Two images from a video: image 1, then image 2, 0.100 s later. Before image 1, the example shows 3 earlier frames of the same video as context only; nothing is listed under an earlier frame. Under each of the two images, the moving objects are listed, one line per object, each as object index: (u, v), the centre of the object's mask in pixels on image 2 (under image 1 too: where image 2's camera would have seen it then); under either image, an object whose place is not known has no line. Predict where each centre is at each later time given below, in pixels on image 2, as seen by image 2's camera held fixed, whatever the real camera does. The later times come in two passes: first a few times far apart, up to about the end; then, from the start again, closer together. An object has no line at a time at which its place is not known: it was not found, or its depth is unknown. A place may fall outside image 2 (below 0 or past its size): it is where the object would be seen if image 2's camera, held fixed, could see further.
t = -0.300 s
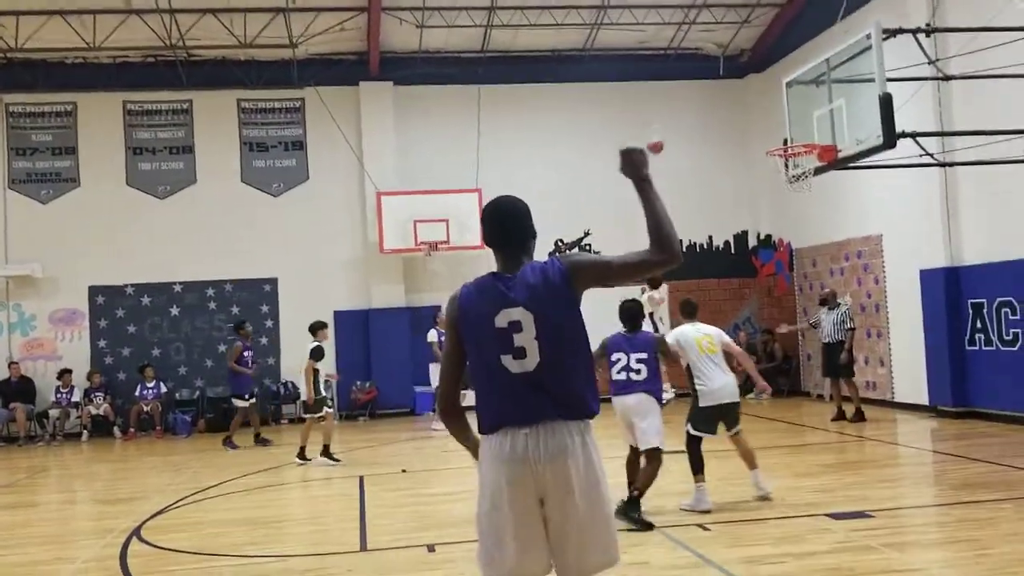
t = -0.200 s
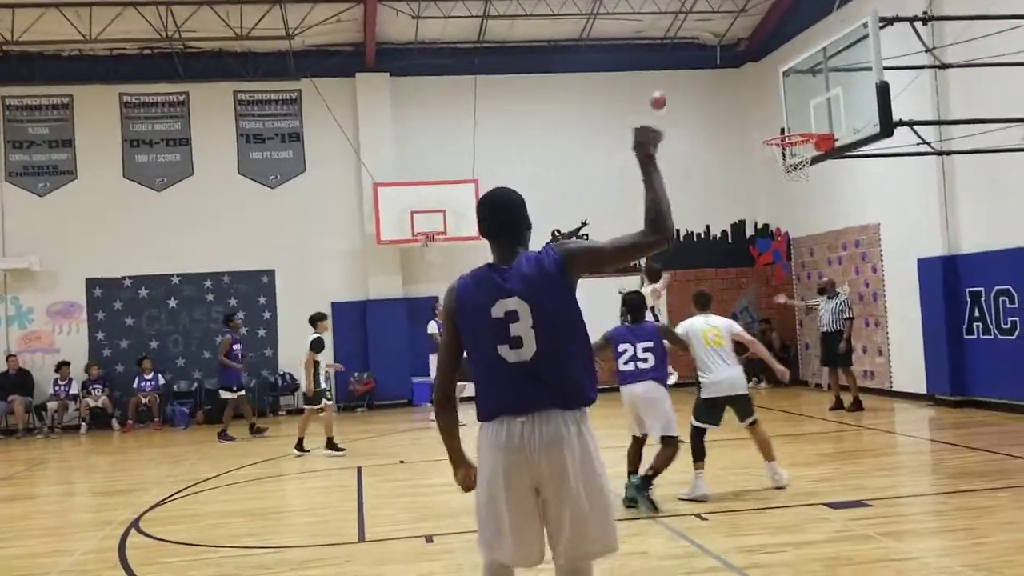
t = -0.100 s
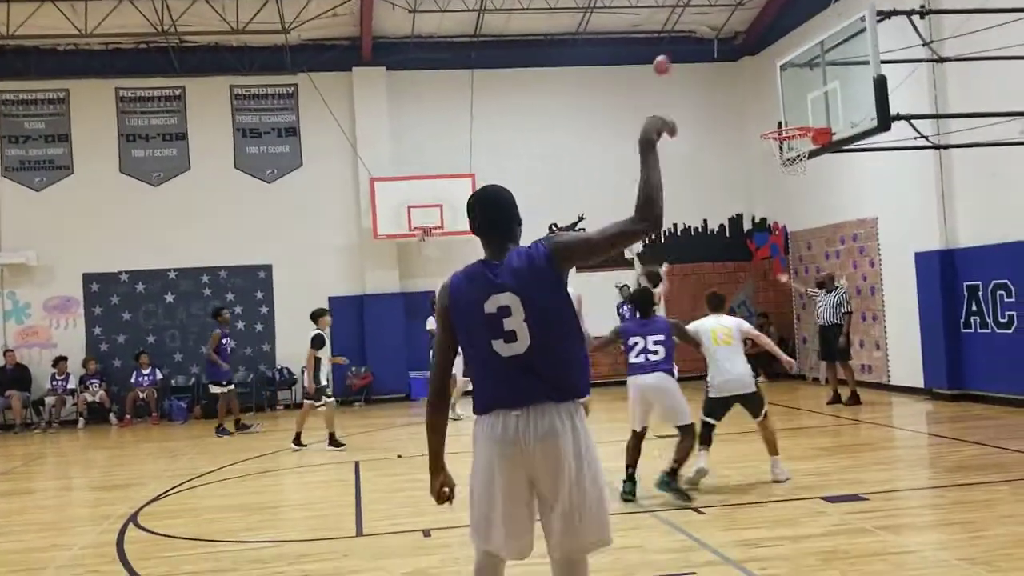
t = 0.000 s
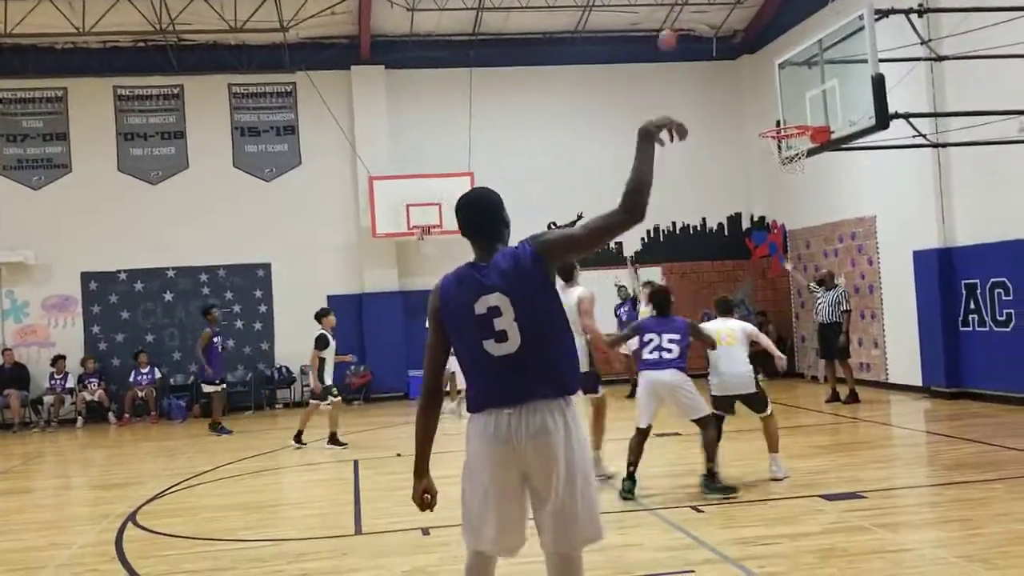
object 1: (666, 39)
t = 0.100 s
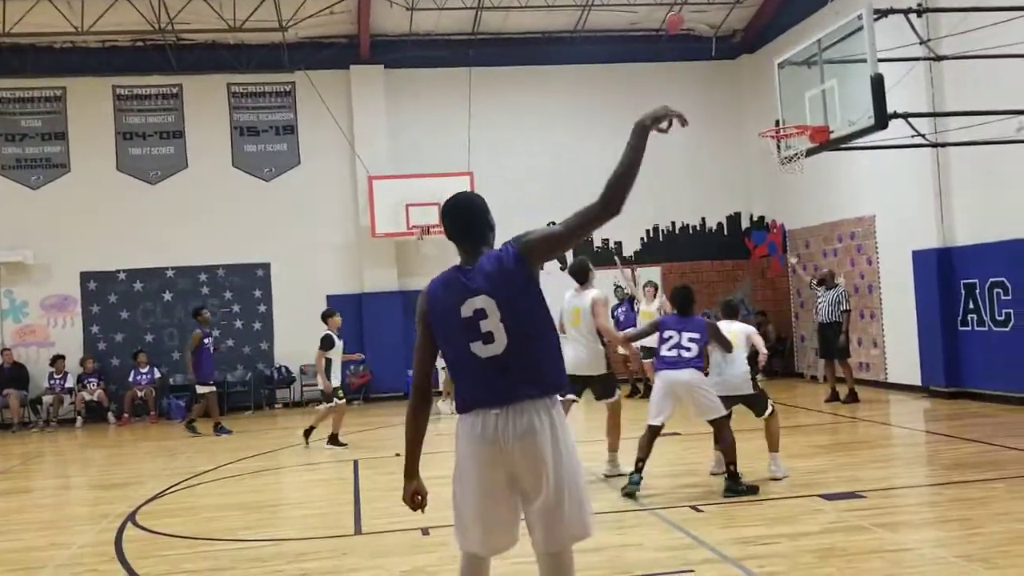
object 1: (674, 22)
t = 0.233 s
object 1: (687, 8)
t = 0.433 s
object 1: (707, 16)
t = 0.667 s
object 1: (735, 74)
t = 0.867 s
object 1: (739, 110)
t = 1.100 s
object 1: (701, 103)
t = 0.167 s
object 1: (680, 13)
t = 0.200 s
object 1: (684, 10)
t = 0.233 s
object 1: (687, 8)
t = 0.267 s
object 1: (690, 8)
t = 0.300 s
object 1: (693, 7)
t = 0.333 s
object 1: (695, 8)
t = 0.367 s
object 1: (699, 9)
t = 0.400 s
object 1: (702, 13)
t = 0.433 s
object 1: (707, 16)
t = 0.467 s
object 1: (710, 20)
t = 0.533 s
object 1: (719, 34)
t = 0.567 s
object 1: (723, 42)
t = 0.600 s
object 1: (727, 51)
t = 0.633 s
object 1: (730, 62)
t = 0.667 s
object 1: (735, 74)
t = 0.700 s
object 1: (740, 88)
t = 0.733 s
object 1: (746, 103)
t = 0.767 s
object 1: (751, 118)
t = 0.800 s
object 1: (750, 121)
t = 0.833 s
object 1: (744, 115)
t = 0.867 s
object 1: (739, 110)
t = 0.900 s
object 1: (733, 106)
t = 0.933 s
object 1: (728, 103)
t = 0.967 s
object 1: (723, 101)
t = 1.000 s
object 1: (717, 99)
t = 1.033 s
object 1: (711, 99)
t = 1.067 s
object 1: (706, 101)
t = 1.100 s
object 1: (701, 103)
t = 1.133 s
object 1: (696, 106)
